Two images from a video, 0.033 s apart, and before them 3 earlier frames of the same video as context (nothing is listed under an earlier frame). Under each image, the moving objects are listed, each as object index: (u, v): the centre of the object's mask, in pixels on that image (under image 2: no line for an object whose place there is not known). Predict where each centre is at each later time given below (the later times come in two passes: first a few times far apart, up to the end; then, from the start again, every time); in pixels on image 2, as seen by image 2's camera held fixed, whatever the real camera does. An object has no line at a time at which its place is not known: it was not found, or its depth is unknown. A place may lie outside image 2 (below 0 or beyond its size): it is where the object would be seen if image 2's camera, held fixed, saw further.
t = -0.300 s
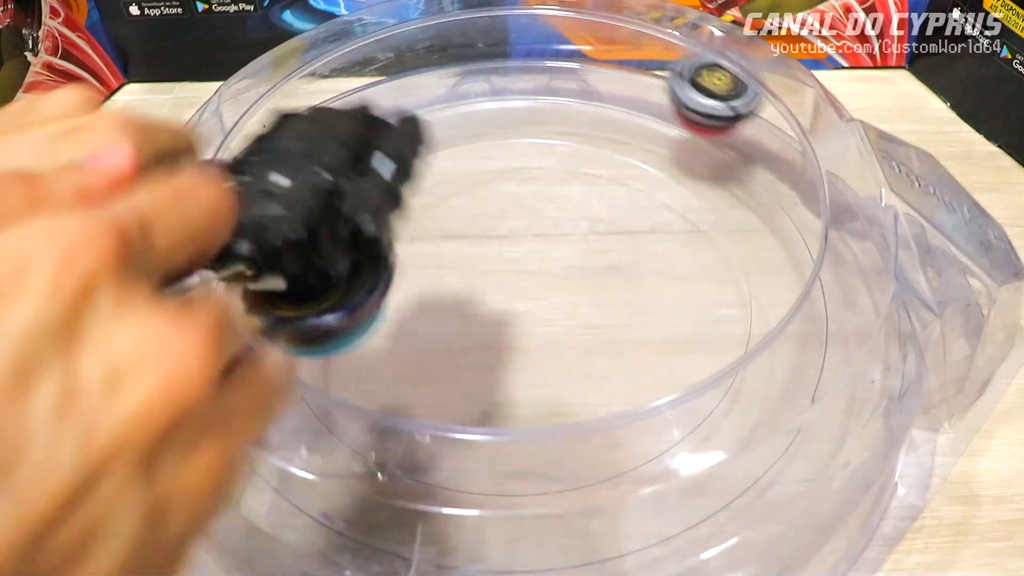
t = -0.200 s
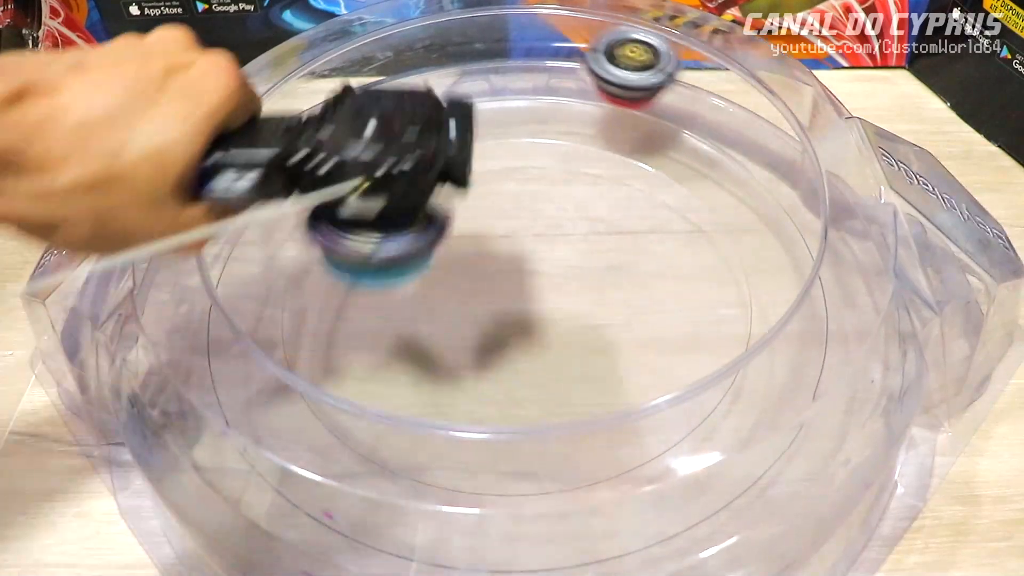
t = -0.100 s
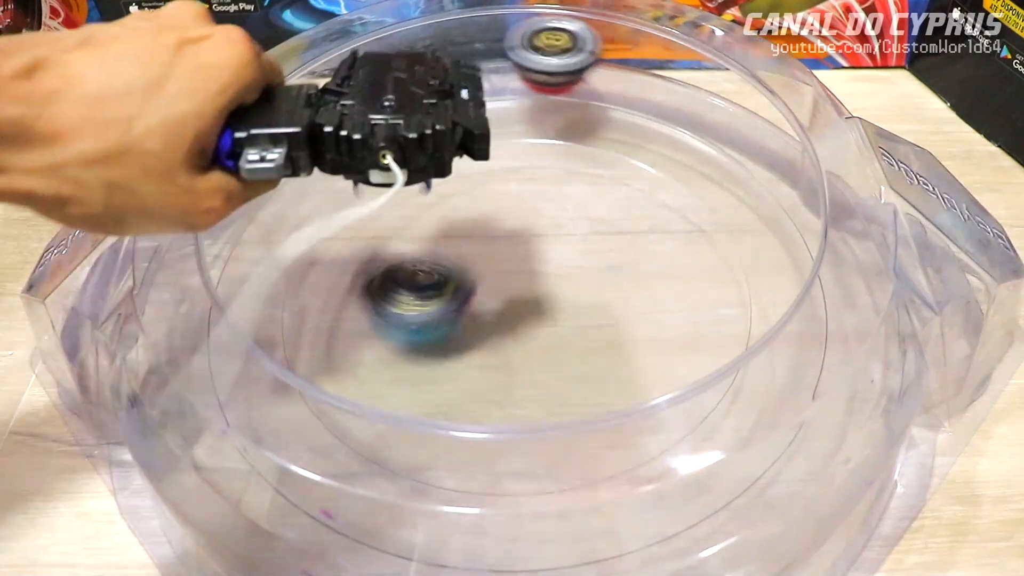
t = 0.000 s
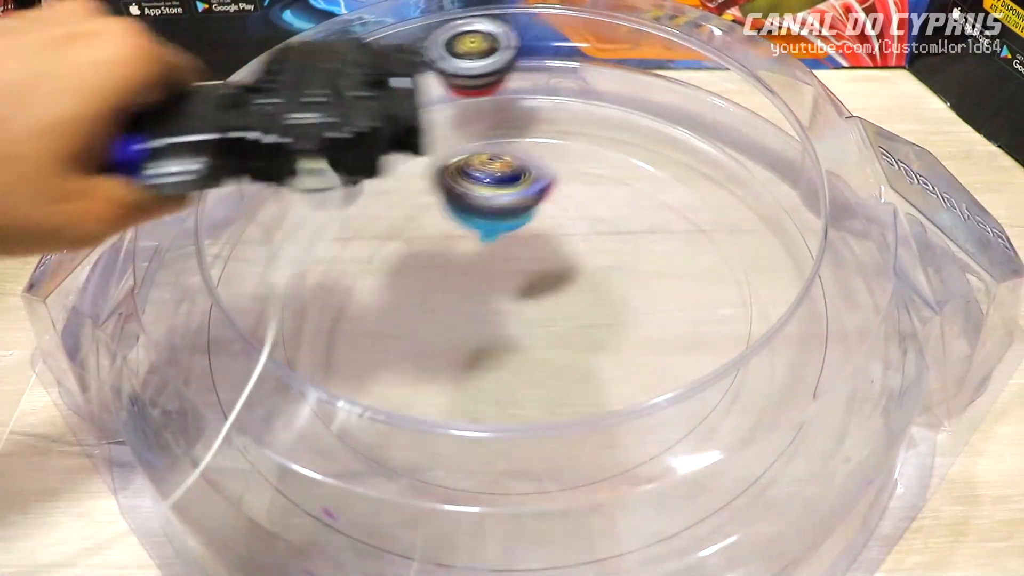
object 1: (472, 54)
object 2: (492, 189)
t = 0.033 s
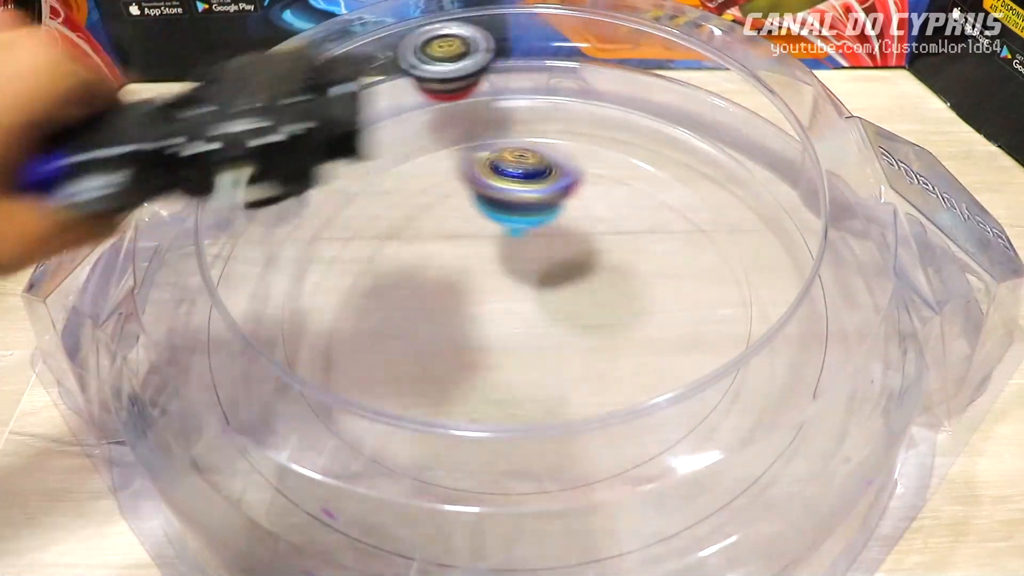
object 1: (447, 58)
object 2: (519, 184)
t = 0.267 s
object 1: (282, 136)
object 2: (599, 216)
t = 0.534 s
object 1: (231, 364)
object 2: (475, 279)
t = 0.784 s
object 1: (590, 512)
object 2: (437, 283)
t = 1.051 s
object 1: (766, 165)
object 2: (520, 236)
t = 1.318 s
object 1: (329, 119)
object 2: (519, 237)
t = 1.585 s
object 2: (473, 259)
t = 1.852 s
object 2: (575, 271)
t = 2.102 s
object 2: (568, 201)
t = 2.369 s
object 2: (385, 255)
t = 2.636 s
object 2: (572, 421)
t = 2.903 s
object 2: (852, 296)
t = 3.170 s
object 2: (822, 175)
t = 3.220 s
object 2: (799, 161)
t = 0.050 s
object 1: (434, 61)
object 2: (534, 191)
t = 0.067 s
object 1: (421, 64)
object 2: (547, 199)
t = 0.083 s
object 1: (408, 67)
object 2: (561, 213)
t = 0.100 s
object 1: (396, 71)
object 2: (572, 217)
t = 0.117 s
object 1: (383, 75)
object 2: (577, 210)
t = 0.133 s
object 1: (371, 79)
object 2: (579, 192)
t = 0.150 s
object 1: (359, 86)
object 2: (582, 183)
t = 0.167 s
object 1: (348, 92)
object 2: (584, 175)
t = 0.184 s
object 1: (334, 96)
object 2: (588, 175)
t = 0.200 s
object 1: (322, 103)
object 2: (591, 177)
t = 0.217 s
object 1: (312, 111)
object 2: (593, 183)
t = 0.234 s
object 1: (301, 119)
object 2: (596, 193)
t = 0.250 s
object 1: (291, 128)
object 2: (599, 208)
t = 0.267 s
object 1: (282, 136)
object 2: (599, 216)
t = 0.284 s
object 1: (273, 145)
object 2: (593, 209)
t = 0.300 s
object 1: (265, 154)
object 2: (589, 204)
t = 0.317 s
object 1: (258, 165)
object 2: (582, 203)
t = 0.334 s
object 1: (252, 174)
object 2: (576, 208)
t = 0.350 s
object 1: (235, 183)
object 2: (569, 215)
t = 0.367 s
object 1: (229, 194)
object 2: (565, 230)
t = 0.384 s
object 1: (221, 206)
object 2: (560, 245)
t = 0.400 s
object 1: (216, 219)
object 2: (552, 253)
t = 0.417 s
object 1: (213, 235)
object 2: (543, 251)
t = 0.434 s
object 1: (210, 248)
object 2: (532, 249)
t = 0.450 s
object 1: (210, 270)
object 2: (522, 251)
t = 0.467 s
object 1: (214, 289)
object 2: (512, 258)
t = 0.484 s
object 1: (216, 308)
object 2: (503, 273)
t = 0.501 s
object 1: (219, 327)
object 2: (493, 283)
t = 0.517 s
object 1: (224, 345)
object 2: (484, 286)
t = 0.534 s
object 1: (231, 364)
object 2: (475, 279)
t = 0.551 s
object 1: (240, 381)
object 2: (465, 274)
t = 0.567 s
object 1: (251, 399)
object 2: (456, 275)
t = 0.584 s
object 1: (261, 415)
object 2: (449, 281)
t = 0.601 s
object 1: (274, 432)
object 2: (441, 288)
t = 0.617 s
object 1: (289, 449)
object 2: (437, 288)
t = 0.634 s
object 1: (306, 465)
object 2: (430, 277)
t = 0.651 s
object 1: (328, 478)
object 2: (427, 275)
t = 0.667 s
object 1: (351, 488)
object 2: (424, 276)
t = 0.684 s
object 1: (379, 501)
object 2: (427, 289)
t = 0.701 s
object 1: (415, 513)
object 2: (426, 290)
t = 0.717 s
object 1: (444, 515)
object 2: (424, 279)
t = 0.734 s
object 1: (477, 517)
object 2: (423, 274)
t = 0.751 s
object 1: (514, 518)
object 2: (425, 275)
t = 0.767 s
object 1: (550, 517)
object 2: (433, 286)
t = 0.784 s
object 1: (590, 512)
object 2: (437, 283)
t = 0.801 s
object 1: (627, 506)
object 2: (441, 279)
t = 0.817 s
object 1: (665, 493)
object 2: (445, 278)
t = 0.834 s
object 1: (697, 475)
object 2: (450, 279)
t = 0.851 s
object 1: (727, 455)
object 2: (456, 276)
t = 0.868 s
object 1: (755, 433)
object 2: (462, 273)
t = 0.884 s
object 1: (778, 413)
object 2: (468, 272)
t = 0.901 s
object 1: (795, 387)
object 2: (474, 268)
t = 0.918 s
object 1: (808, 360)
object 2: (480, 264)
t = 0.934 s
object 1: (818, 335)
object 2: (486, 261)
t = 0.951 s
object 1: (823, 305)
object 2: (492, 258)
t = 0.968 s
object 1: (825, 278)
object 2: (497, 255)
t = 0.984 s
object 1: (821, 252)
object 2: (503, 251)
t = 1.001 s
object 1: (813, 231)
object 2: (508, 247)
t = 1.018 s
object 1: (801, 204)
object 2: (512, 245)
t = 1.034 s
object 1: (786, 183)
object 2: (516, 238)
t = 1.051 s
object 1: (766, 165)
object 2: (520, 236)
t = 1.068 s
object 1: (753, 144)
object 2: (523, 233)
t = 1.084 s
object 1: (731, 129)
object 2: (527, 234)
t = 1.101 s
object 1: (707, 115)
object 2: (529, 232)
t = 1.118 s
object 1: (683, 100)
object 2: (531, 229)
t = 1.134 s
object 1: (657, 90)
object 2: (532, 225)
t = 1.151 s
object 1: (627, 82)
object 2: (533, 228)
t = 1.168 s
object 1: (599, 75)
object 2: (534, 228)
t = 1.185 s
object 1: (569, 69)
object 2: (534, 228)
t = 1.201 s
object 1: (538, 67)
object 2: (533, 228)
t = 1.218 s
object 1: (508, 66)
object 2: (533, 228)
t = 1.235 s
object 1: (475, 69)
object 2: (531, 229)
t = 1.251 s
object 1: (445, 73)
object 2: (529, 230)
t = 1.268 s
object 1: (416, 80)
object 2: (527, 227)
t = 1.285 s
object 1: (386, 91)
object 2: (524, 229)
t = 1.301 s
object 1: (357, 102)
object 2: (522, 235)
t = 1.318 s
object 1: (329, 119)
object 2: (519, 237)
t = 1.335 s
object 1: (303, 136)
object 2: (515, 234)
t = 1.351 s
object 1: (281, 156)
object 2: (511, 237)
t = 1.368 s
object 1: (262, 177)
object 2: (507, 240)
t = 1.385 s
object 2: (504, 241)
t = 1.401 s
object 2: (500, 242)
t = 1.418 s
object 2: (497, 248)
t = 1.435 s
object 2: (494, 250)
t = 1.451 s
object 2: (491, 251)
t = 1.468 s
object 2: (487, 253)
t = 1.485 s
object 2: (485, 254)
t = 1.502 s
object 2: (483, 255)
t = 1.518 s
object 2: (481, 255)
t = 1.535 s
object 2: (478, 256)
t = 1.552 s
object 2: (476, 256)
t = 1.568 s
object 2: (475, 258)
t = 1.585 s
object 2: (473, 259)
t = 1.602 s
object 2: (473, 261)
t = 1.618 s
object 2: (473, 263)
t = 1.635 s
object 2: (475, 266)
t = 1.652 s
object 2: (478, 269)
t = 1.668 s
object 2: (483, 273)
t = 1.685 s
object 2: (489, 276)
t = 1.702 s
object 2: (495, 279)
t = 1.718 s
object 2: (503, 281)
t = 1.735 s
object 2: (512, 283)
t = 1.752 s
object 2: (521, 283)
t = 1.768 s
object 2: (531, 283)
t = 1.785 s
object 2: (540, 282)
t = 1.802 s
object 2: (549, 280)
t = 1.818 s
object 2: (559, 277)
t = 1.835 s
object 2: (567, 275)
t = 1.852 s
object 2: (575, 271)
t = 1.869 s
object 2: (582, 266)
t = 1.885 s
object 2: (588, 263)
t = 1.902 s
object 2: (593, 258)
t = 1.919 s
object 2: (597, 248)
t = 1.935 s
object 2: (600, 244)
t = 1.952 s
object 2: (602, 239)
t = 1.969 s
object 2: (602, 233)
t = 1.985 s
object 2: (602, 229)
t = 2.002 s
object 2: (600, 224)
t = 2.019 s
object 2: (596, 218)
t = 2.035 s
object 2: (593, 216)
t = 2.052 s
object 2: (590, 216)
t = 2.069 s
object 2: (583, 208)
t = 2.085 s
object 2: (576, 205)
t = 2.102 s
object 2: (568, 201)
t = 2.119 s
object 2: (559, 196)
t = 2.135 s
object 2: (550, 194)
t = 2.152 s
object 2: (540, 193)
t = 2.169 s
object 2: (528, 191)
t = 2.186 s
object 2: (515, 189)
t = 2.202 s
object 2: (503, 189)
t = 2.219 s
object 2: (490, 190)
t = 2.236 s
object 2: (476, 192)
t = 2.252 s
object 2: (462, 196)
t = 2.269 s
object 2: (447, 199)
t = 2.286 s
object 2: (433, 204)
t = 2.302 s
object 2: (422, 211)
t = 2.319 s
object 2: (410, 221)
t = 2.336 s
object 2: (398, 231)
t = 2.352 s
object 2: (390, 242)
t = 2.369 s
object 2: (385, 255)
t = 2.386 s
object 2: (380, 268)
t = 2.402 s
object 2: (374, 282)
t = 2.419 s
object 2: (373, 296)
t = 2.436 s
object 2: (374, 310)
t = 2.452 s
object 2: (378, 325)
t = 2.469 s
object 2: (383, 338)
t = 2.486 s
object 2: (392, 351)
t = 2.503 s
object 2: (404, 363)
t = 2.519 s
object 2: (419, 372)
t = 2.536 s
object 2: (435, 387)
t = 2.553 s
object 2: (453, 396)
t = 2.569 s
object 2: (473, 408)
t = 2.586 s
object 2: (495, 413)
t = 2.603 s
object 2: (520, 417)
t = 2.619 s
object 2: (546, 420)
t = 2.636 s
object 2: (572, 421)
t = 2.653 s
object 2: (599, 421)
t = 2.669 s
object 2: (625, 418)
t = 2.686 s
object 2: (653, 414)
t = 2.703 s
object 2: (677, 406)
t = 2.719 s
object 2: (699, 403)
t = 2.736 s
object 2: (723, 390)
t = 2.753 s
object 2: (745, 385)
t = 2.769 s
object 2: (767, 383)
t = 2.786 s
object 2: (793, 377)
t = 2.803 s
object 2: (813, 367)
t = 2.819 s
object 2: (824, 353)
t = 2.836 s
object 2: (834, 340)
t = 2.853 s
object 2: (843, 330)
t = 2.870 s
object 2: (846, 324)
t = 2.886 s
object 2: (849, 312)
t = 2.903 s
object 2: (852, 296)
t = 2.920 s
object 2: (854, 284)
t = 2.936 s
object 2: (859, 275)
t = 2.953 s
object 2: (863, 266)
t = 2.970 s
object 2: (865, 255)
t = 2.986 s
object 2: (866, 246)
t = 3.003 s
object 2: (864, 241)
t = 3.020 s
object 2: (862, 234)
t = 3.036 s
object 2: (860, 222)
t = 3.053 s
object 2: (860, 216)
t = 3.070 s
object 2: (856, 208)
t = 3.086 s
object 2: (855, 199)
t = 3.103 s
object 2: (853, 192)
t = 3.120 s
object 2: (845, 185)
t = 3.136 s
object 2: (838, 181)
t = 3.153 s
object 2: (830, 179)
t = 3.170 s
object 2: (822, 175)
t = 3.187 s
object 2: (815, 169)
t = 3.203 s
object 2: (807, 166)
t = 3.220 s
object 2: (799, 161)
